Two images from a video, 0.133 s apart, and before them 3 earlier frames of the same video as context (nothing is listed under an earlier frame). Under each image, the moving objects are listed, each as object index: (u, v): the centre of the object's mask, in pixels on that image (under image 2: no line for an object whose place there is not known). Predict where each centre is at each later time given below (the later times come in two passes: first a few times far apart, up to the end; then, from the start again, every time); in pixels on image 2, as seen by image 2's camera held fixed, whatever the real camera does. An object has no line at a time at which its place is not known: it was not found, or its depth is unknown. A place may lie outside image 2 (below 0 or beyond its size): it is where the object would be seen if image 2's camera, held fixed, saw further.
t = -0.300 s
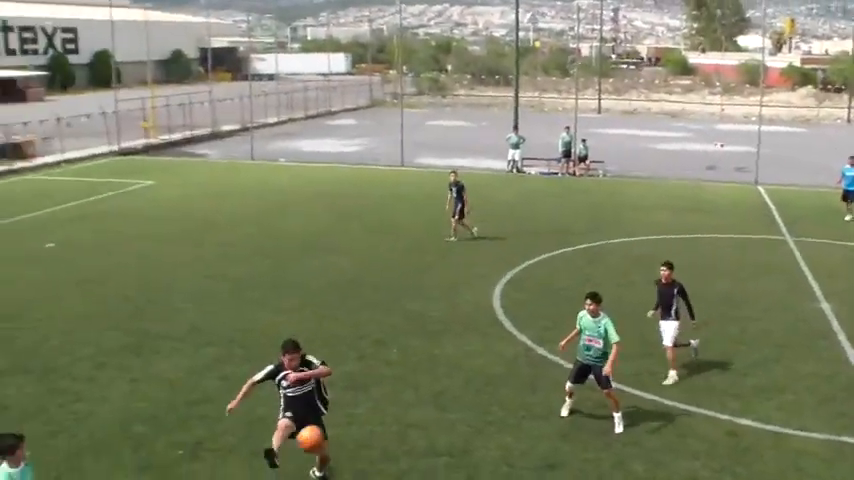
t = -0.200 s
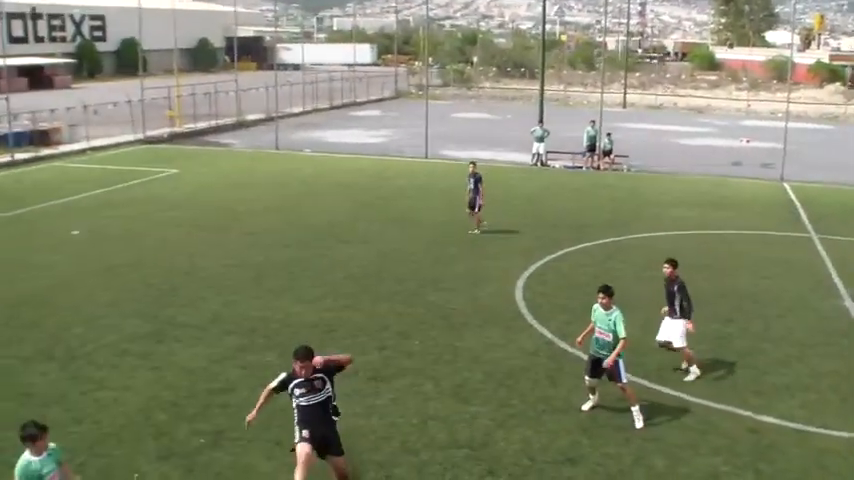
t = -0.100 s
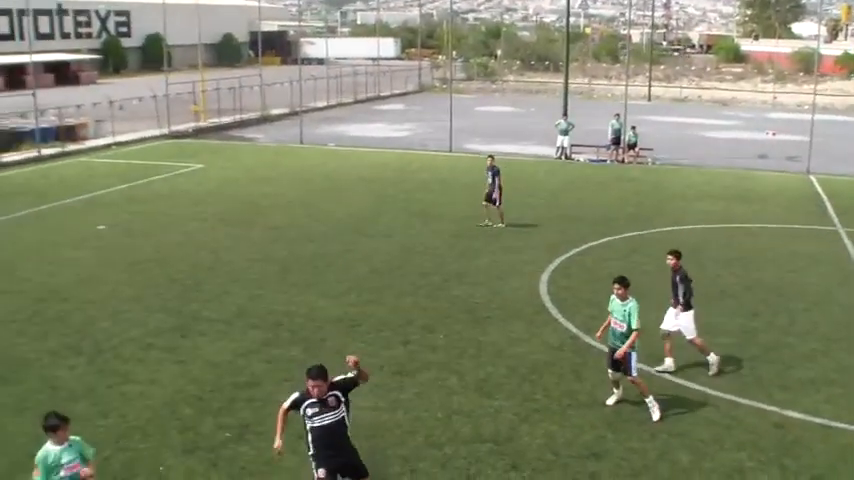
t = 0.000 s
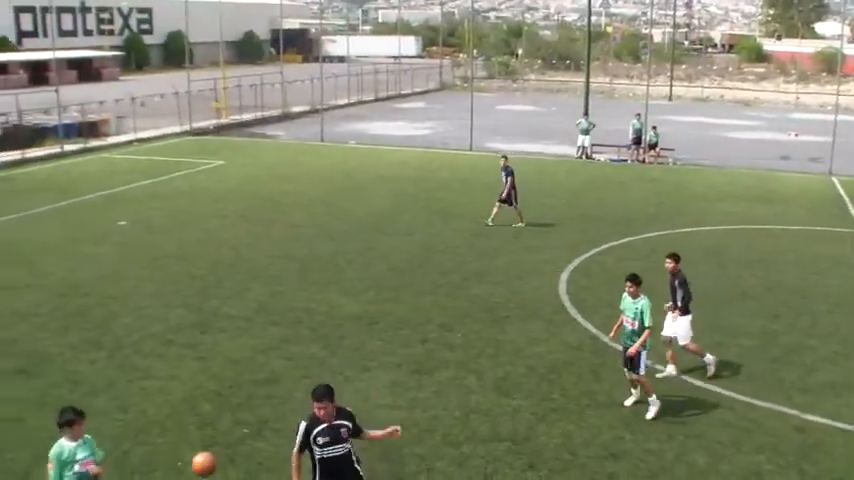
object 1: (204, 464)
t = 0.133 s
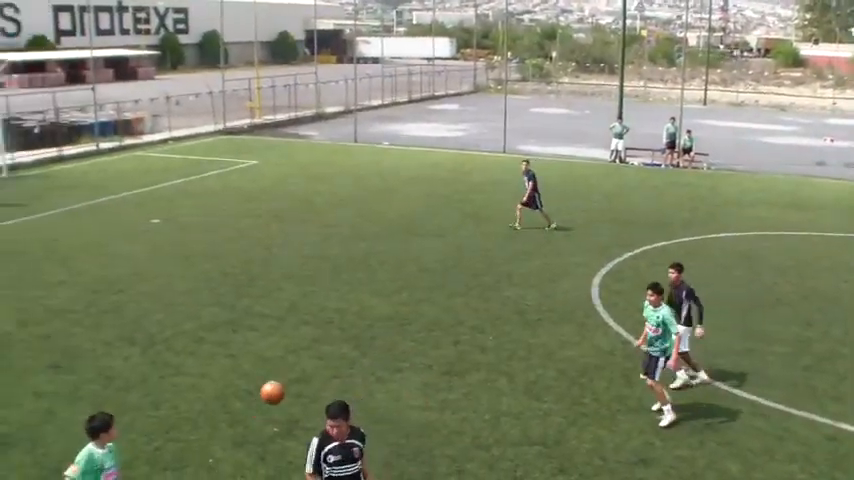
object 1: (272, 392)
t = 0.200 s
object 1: (289, 368)
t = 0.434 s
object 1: (342, 324)
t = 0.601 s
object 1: (372, 325)
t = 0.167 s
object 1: (280, 380)
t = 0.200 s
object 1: (289, 368)
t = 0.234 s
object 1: (297, 357)
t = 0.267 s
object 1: (306, 348)
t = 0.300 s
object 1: (313, 342)
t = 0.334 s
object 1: (321, 334)
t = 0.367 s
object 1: (328, 330)
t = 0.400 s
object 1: (335, 327)
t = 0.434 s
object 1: (342, 324)
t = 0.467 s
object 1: (349, 322)
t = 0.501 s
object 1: (355, 321)
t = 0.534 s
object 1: (362, 321)
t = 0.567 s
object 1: (367, 322)
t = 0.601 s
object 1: (372, 325)
